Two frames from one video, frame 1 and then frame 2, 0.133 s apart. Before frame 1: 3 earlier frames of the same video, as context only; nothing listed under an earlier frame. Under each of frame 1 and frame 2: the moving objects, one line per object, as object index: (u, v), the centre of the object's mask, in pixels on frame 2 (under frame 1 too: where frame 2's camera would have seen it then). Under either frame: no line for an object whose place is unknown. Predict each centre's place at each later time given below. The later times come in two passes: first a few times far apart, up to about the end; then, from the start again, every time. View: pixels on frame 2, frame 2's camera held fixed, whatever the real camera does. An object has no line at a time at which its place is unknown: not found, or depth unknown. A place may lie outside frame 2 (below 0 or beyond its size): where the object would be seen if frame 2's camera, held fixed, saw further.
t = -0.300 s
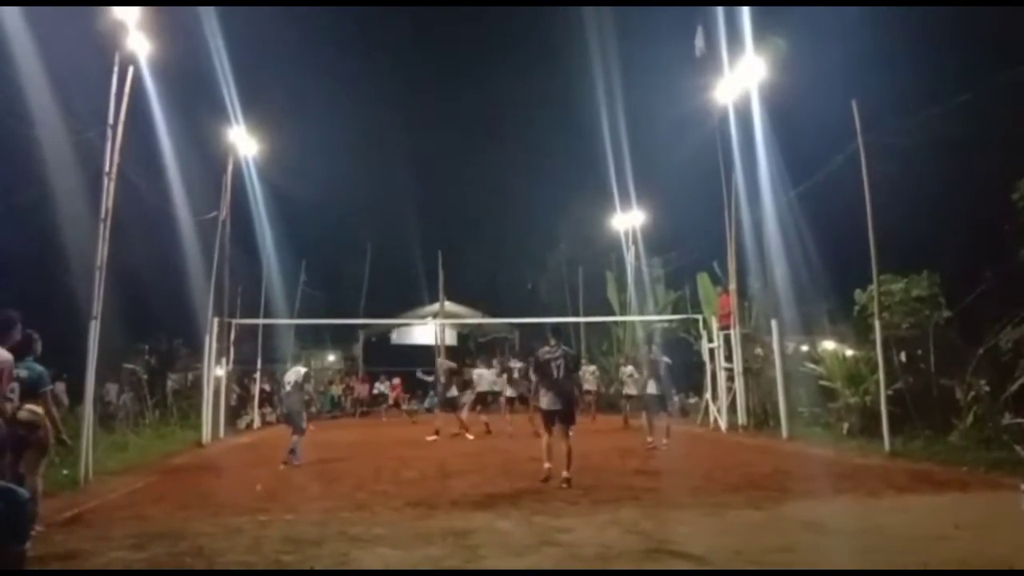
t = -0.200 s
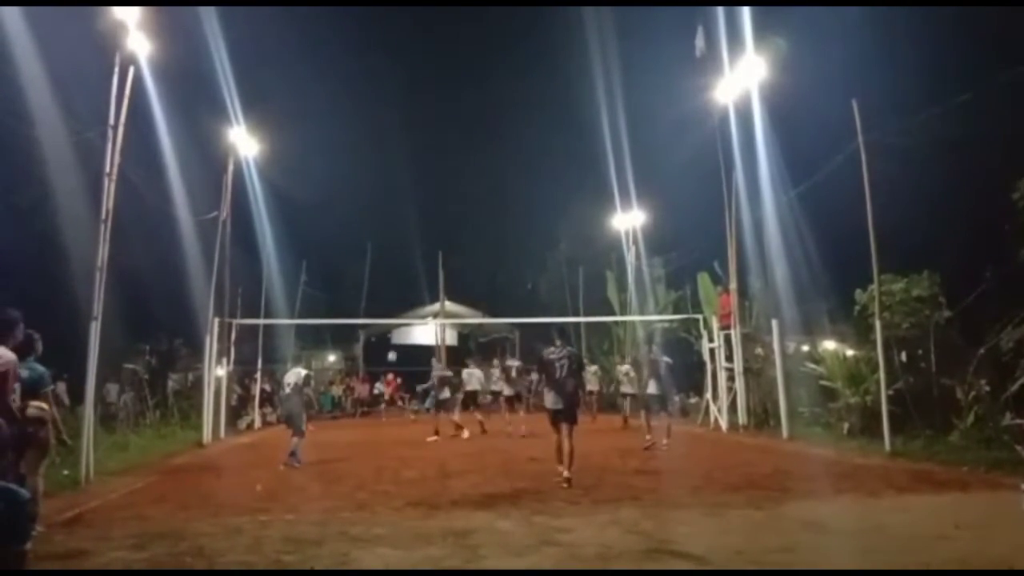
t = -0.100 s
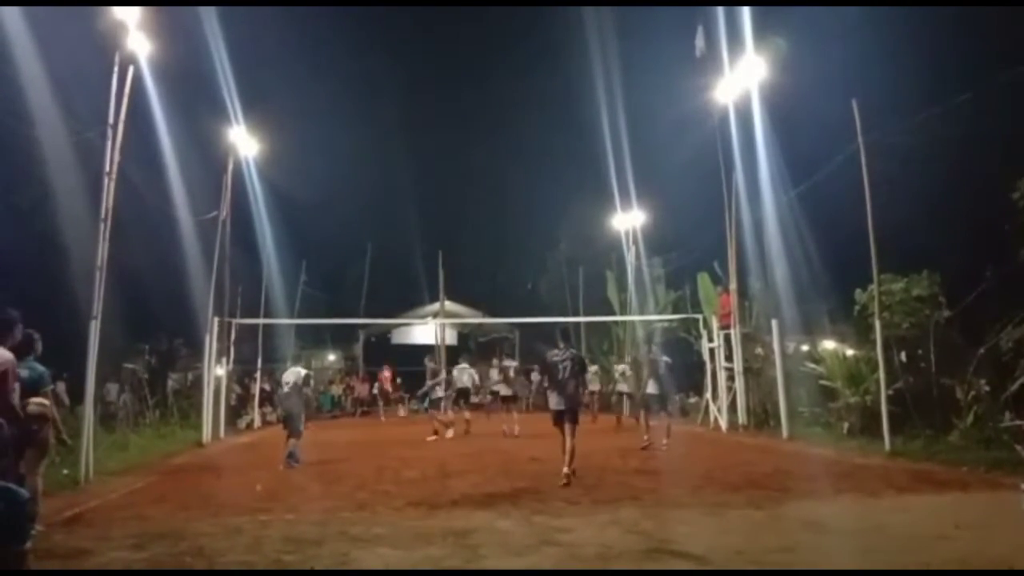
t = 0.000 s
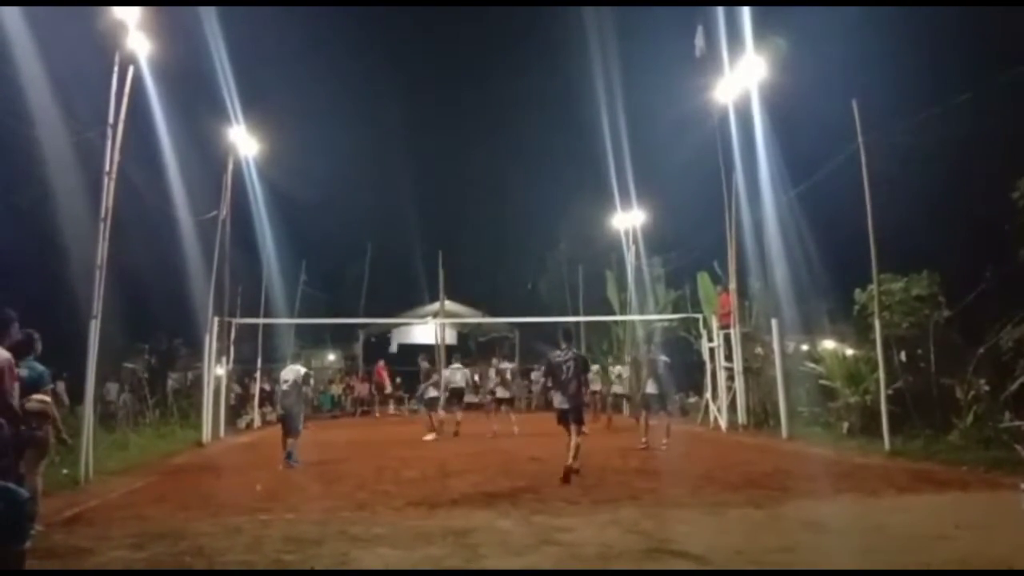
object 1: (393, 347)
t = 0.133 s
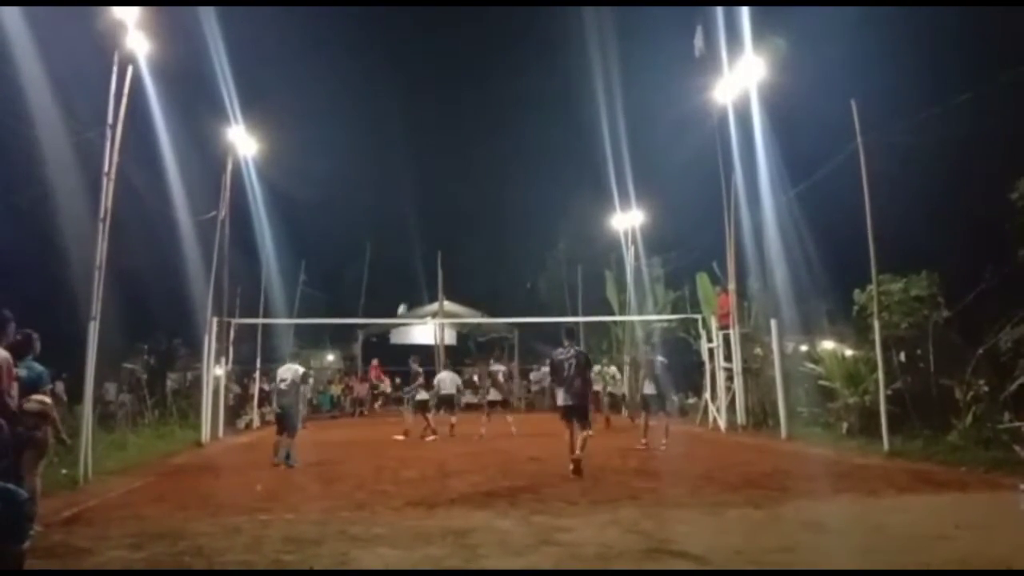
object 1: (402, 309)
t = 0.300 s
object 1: (415, 272)
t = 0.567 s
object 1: (434, 234)
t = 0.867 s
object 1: (458, 221)
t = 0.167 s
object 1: (405, 301)
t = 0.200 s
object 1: (407, 294)
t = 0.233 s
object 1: (410, 286)
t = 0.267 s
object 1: (412, 279)
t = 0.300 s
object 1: (415, 272)
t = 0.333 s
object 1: (417, 266)
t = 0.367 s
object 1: (419, 260)
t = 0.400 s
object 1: (422, 255)
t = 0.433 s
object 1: (424, 250)
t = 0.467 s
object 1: (427, 245)
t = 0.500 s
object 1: (430, 241)
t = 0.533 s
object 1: (432, 237)
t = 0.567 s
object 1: (434, 234)
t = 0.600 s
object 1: (437, 231)
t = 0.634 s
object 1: (440, 228)
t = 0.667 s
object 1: (443, 225)
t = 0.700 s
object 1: (445, 224)
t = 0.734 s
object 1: (448, 223)
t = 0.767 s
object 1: (450, 222)
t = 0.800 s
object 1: (453, 221)
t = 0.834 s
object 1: (455, 221)
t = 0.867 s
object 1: (458, 221)
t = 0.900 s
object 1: (461, 222)
